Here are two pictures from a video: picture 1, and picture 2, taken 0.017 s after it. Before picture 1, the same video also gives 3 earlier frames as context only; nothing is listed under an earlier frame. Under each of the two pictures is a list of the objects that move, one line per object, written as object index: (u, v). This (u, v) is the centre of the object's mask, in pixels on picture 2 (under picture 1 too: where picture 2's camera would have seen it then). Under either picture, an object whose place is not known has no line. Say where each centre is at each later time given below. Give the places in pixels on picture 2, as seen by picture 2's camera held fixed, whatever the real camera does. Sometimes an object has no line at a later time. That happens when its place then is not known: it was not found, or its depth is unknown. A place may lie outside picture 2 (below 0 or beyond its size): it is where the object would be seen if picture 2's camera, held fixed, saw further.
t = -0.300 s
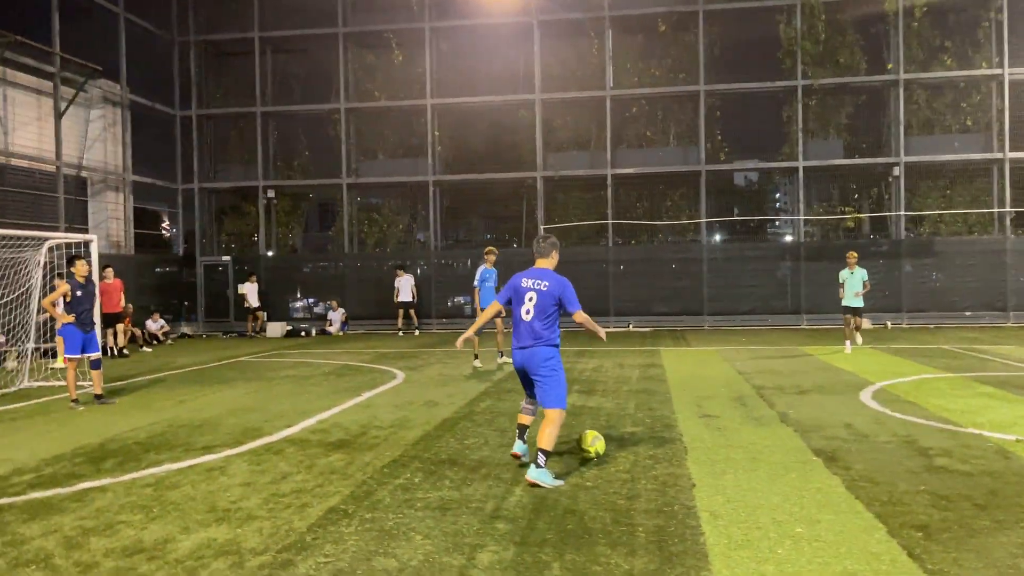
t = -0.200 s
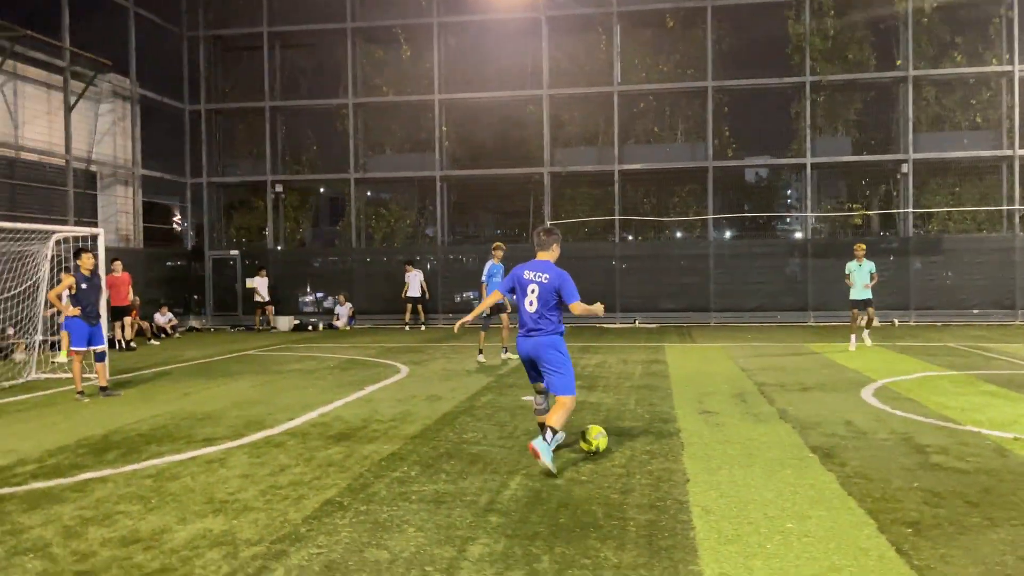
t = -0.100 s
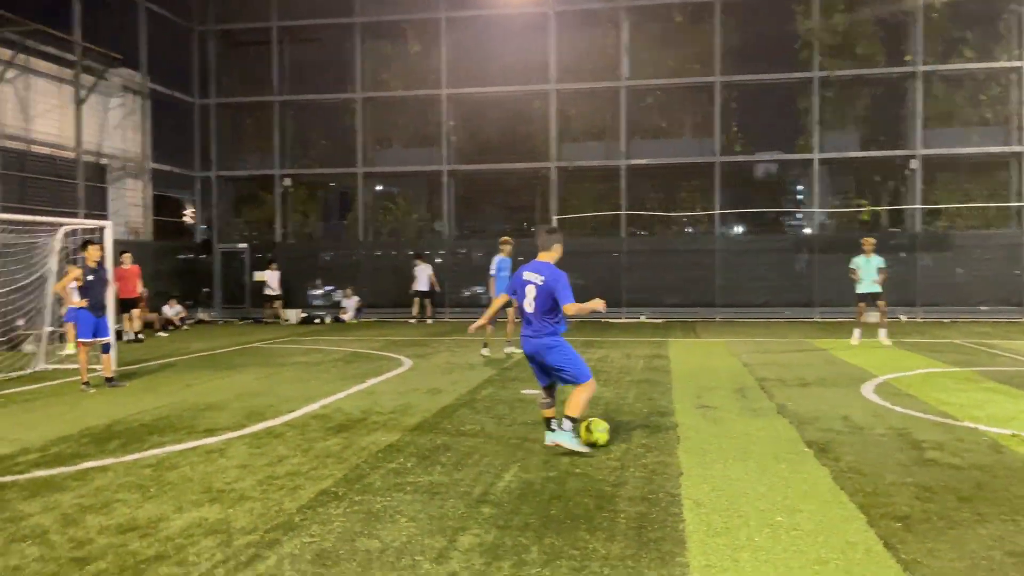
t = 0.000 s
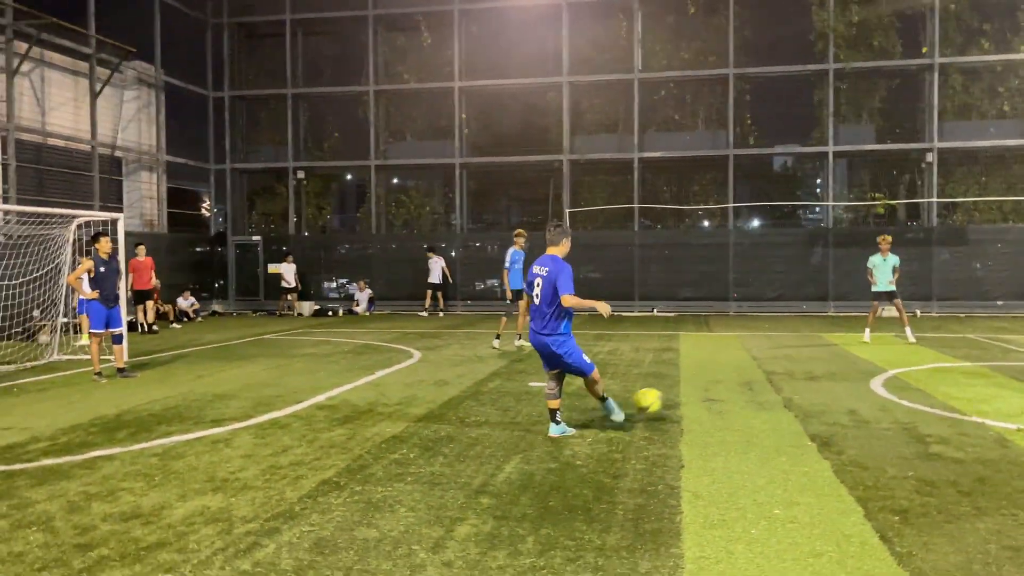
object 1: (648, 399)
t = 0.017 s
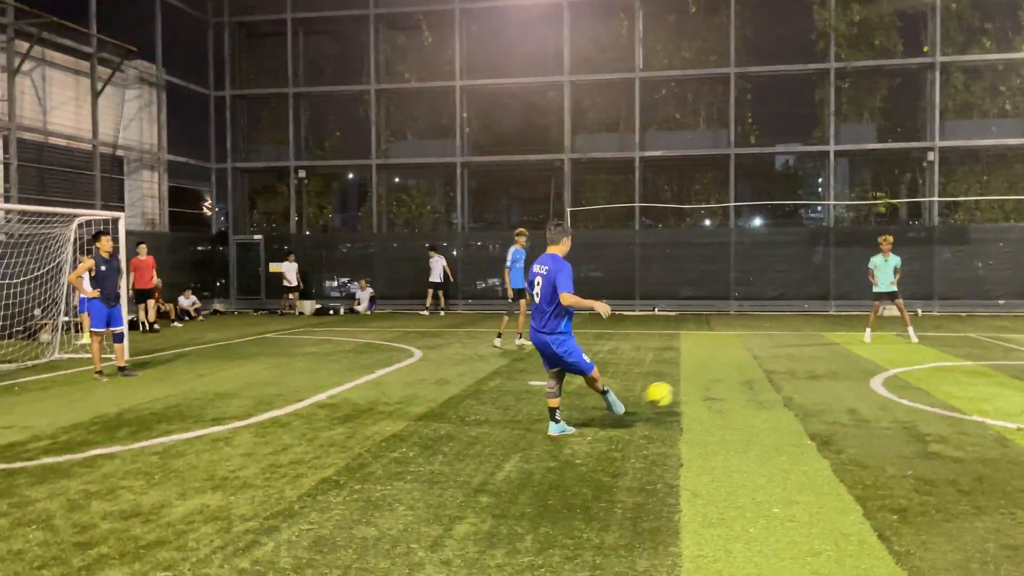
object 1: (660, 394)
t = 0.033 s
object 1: (669, 390)
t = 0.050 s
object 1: (680, 386)
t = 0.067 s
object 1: (690, 382)
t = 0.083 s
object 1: (700, 379)
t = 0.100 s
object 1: (708, 377)
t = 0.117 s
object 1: (718, 374)
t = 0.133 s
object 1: (726, 372)
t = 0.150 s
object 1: (734, 370)
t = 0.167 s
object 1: (742, 368)
